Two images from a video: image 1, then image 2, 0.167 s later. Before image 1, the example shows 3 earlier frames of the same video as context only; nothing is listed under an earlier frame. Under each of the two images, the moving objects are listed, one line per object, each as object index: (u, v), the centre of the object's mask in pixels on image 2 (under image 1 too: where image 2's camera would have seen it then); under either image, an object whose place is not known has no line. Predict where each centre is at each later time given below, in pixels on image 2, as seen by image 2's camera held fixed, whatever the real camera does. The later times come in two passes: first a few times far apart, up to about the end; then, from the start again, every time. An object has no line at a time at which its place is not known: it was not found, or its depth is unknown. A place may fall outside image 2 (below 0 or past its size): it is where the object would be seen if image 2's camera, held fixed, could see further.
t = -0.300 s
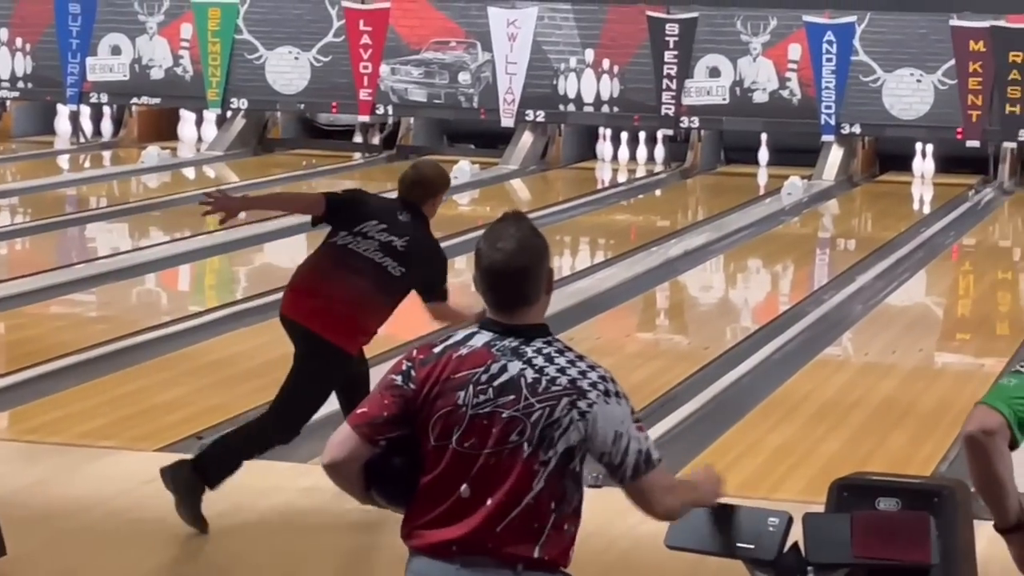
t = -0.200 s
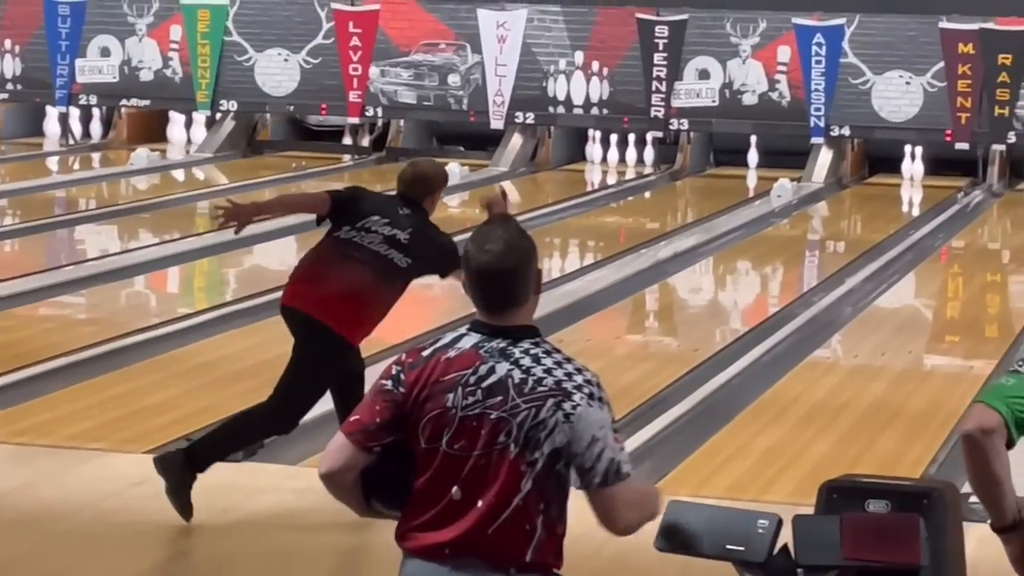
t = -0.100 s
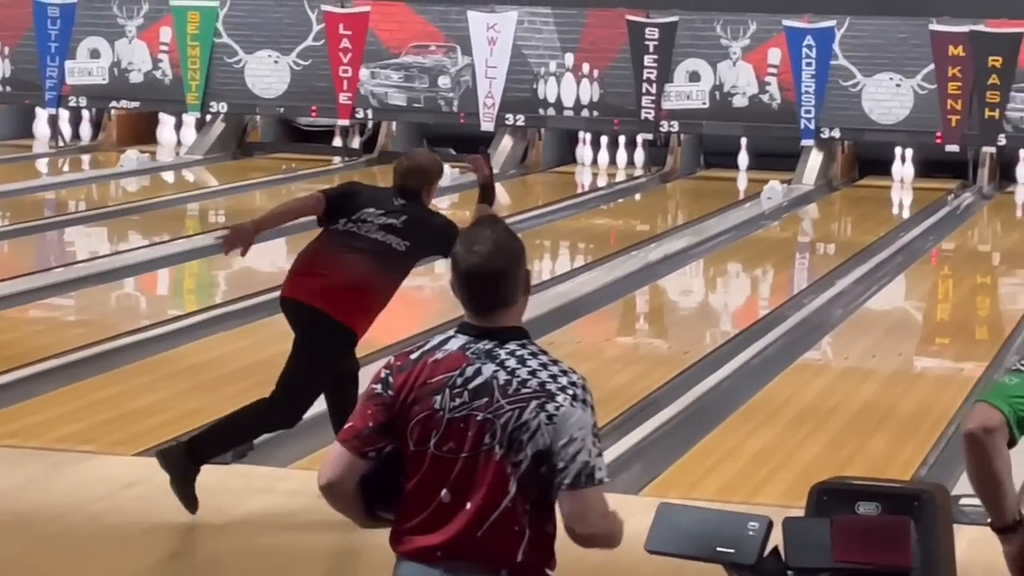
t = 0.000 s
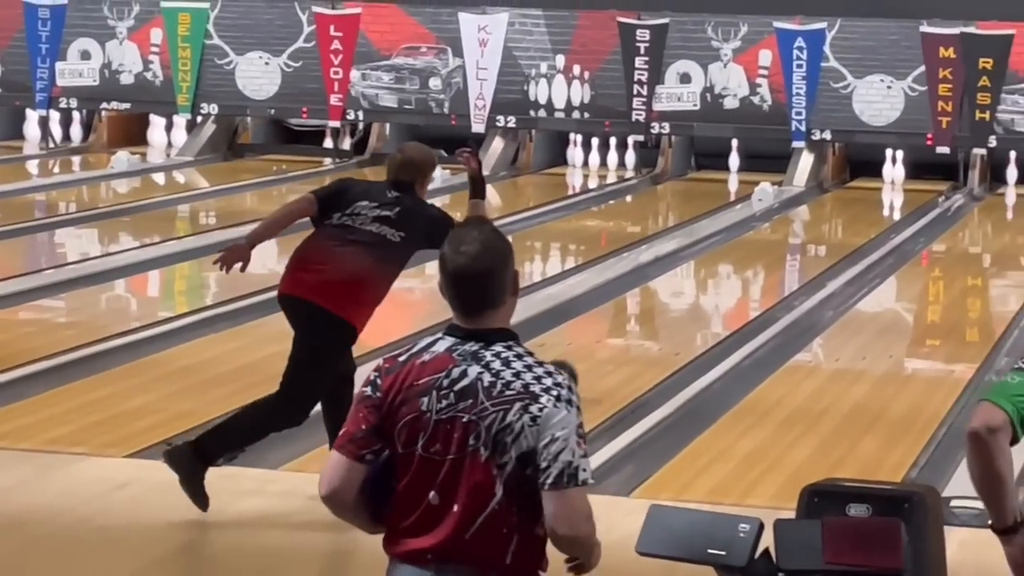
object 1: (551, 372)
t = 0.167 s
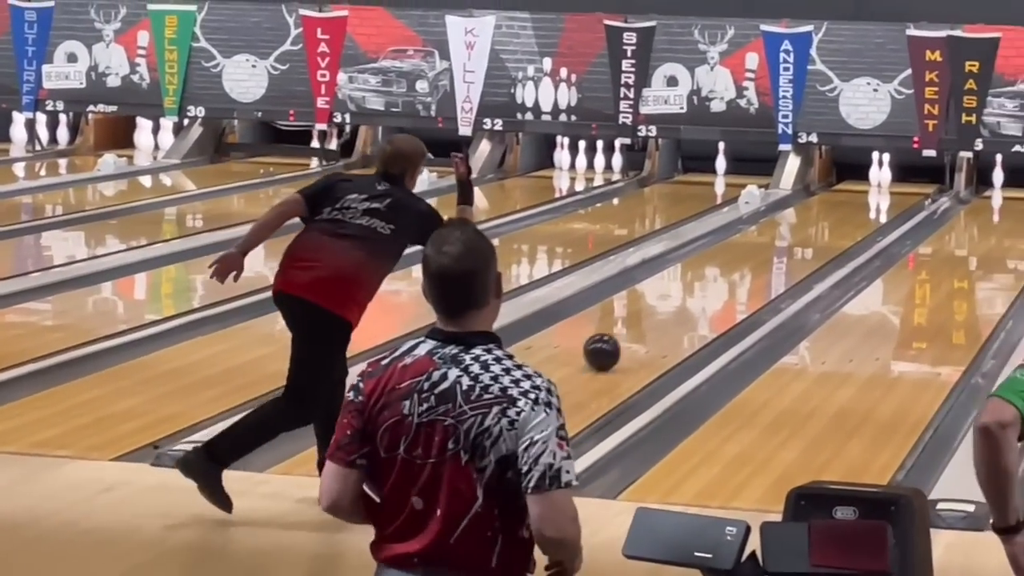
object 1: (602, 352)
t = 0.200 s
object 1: (612, 347)
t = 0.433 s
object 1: (676, 312)
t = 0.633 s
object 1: (721, 288)
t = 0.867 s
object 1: (765, 265)
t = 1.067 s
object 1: (796, 247)
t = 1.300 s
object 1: (828, 229)
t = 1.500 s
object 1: (851, 217)
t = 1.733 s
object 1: (871, 203)
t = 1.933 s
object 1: (883, 194)
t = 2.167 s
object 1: (892, 184)
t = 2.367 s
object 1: (901, 177)
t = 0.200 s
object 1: (612, 347)
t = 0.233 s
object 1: (622, 341)
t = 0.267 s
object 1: (632, 336)
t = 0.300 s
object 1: (641, 331)
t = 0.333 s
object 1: (650, 326)
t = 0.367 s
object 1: (659, 321)
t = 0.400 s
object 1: (667, 317)
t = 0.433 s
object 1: (676, 312)
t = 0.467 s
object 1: (684, 308)
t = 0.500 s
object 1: (691, 304)
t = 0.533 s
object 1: (699, 300)
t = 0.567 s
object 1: (706, 296)
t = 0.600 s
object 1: (714, 292)
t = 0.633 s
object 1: (721, 288)
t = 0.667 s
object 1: (728, 285)
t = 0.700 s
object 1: (734, 281)
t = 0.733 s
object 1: (741, 278)
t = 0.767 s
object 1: (747, 274)
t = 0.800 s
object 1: (753, 271)
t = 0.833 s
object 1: (759, 268)
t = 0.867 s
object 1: (765, 265)
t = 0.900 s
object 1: (770, 262)
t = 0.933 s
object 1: (776, 258)
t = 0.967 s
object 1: (781, 255)
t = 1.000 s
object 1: (787, 252)
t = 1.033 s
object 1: (792, 250)
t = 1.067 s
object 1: (796, 247)
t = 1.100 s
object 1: (801, 244)
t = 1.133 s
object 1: (806, 242)
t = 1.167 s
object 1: (811, 239)
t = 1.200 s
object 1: (815, 236)
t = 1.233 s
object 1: (820, 234)
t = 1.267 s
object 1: (824, 232)
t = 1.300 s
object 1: (828, 229)
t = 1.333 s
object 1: (832, 227)
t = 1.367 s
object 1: (836, 225)
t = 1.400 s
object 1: (840, 223)
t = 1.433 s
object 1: (844, 221)
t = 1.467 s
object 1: (847, 219)
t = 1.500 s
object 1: (851, 217)
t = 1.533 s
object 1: (854, 215)
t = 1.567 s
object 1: (857, 213)
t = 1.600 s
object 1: (860, 211)
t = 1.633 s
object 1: (863, 209)
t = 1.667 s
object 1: (866, 207)
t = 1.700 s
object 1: (869, 205)
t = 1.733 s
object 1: (871, 203)
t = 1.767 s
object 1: (873, 202)
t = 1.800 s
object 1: (876, 200)
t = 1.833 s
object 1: (878, 198)
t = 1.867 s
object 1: (880, 196)
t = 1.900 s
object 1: (882, 195)
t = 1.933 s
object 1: (883, 194)
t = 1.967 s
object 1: (885, 192)
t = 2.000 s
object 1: (887, 191)
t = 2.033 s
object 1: (888, 189)
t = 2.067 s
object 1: (890, 188)
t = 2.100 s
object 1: (891, 187)
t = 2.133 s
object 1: (891, 186)
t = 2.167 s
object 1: (892, 184)
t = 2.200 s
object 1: (893, 183)
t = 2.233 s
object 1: (893, 182)
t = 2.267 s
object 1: (894, 180)
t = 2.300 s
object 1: (897, 179)
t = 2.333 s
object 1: (899, 178)
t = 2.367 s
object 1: (901, 177)
